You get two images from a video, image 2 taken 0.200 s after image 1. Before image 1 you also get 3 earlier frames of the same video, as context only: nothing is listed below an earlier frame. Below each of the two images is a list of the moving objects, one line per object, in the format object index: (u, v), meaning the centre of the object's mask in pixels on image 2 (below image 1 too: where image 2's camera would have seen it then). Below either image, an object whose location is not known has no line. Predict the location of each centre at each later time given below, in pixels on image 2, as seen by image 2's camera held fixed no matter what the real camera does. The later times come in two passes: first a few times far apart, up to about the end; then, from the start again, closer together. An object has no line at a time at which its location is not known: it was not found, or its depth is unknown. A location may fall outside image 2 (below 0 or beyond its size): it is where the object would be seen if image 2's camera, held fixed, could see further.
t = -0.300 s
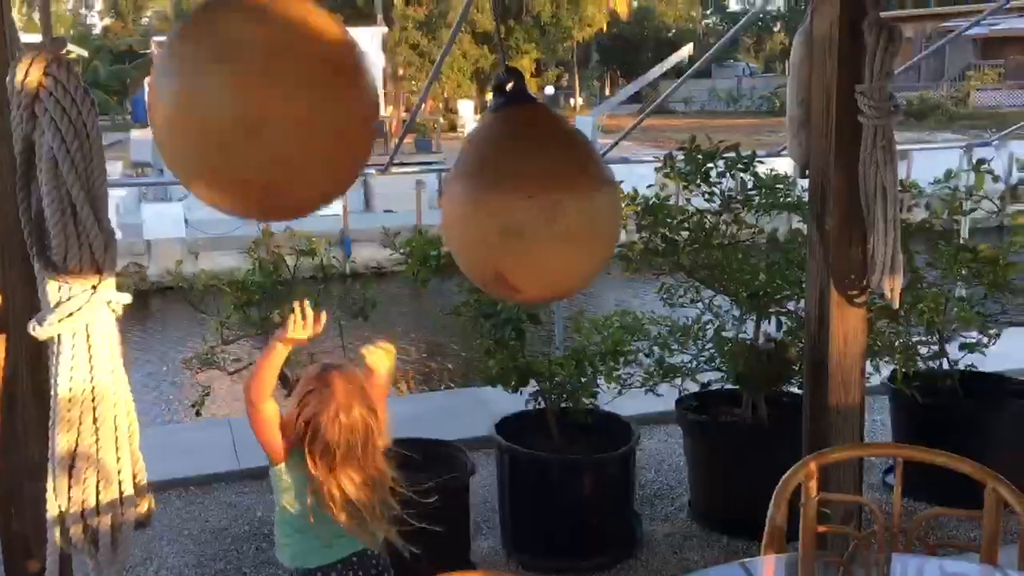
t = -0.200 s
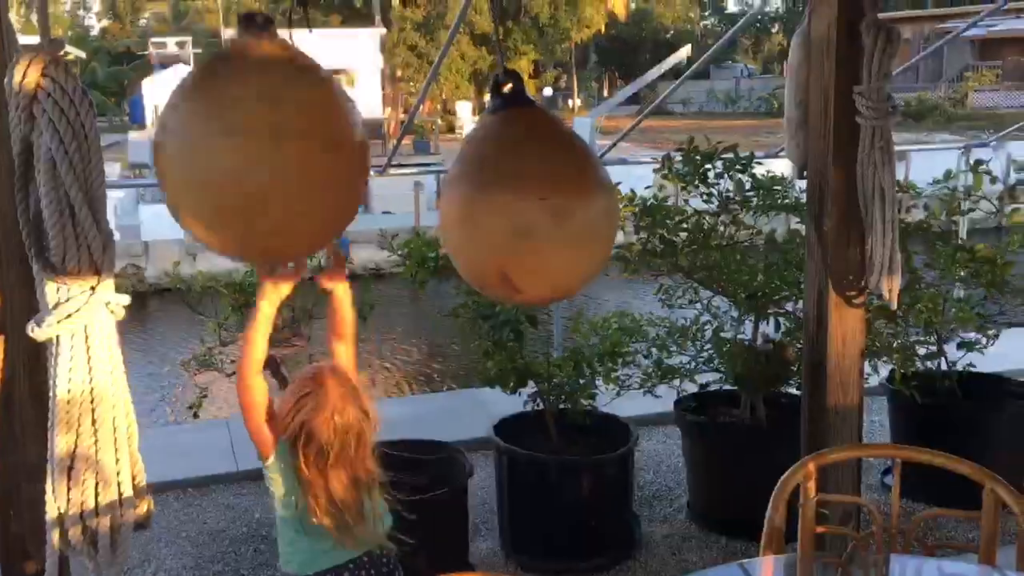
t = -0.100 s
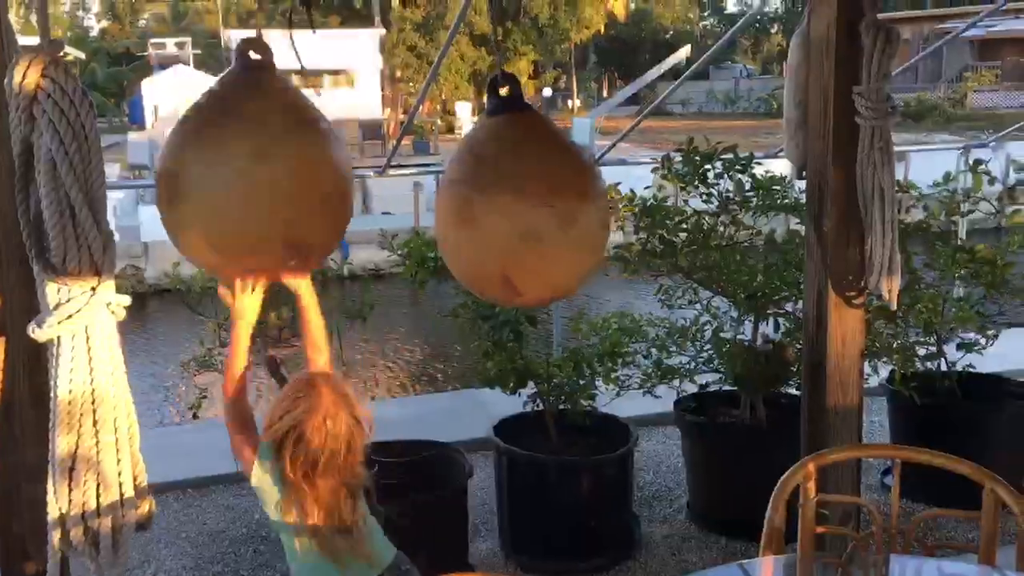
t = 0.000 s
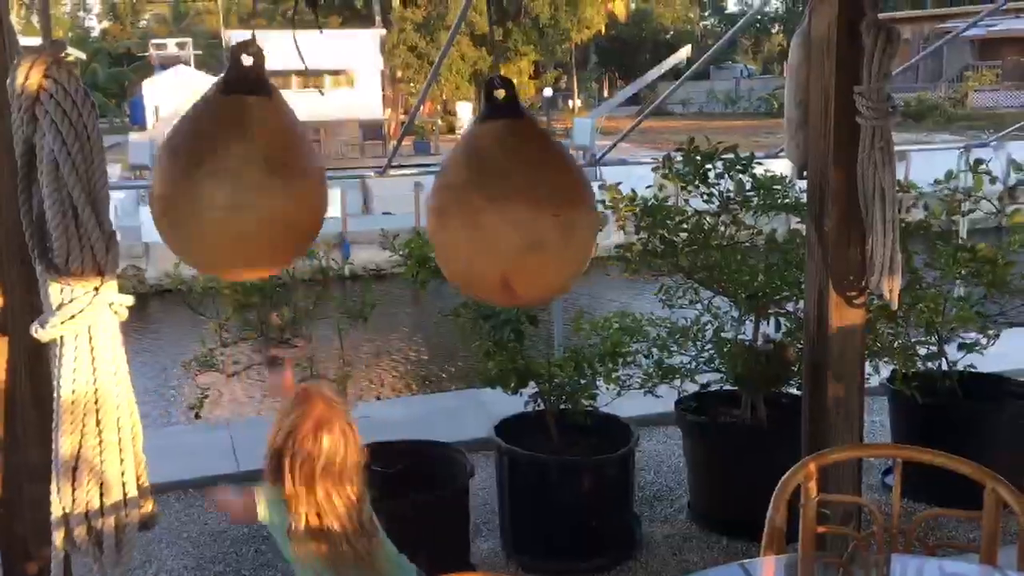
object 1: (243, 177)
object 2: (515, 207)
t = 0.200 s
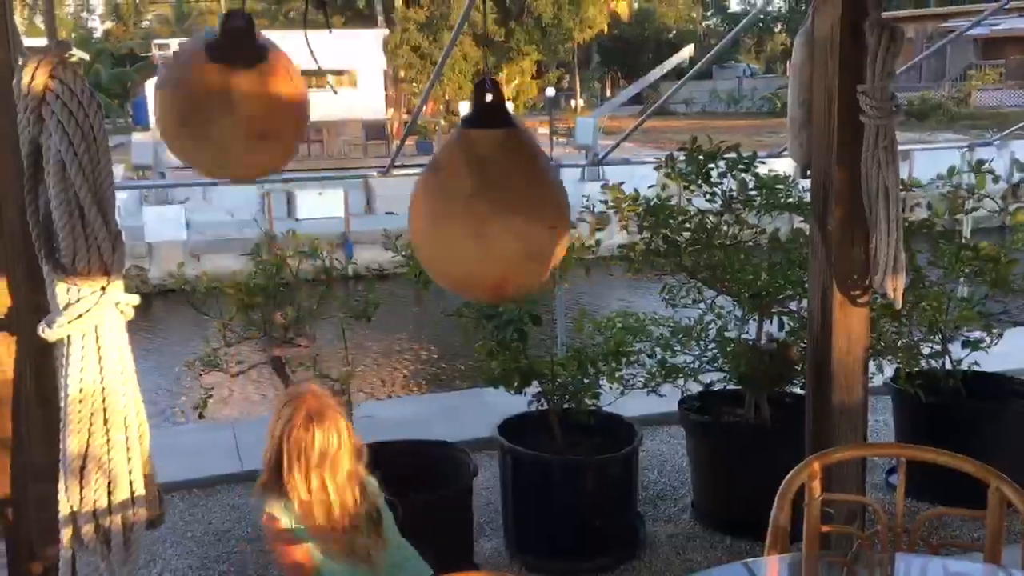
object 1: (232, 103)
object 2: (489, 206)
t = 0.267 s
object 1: (235, 75)
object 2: (480, 204)
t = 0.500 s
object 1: (258, 47)
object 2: (456, 193)
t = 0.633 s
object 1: (277, 64)
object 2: (451, 192)
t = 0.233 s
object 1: (233, 88)
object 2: (485, 205)
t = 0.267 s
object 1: (235, 75)
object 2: (480, 204)
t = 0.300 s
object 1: (237, 64)
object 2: (476, 202)
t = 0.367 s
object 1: (244, 52)
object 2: (469, 199)
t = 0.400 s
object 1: (247, 49)
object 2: (465, 198)
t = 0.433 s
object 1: (249, 47)
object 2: (462, 196)
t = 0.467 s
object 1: (253, 46)
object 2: (459, 195)
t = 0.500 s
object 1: (258, 47)
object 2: (456, 193)
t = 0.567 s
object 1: (266, 52)
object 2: (452, 192)
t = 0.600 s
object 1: (271, 57)
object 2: (452, 192)
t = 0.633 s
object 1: (277, 64)
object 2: (451, 192)
